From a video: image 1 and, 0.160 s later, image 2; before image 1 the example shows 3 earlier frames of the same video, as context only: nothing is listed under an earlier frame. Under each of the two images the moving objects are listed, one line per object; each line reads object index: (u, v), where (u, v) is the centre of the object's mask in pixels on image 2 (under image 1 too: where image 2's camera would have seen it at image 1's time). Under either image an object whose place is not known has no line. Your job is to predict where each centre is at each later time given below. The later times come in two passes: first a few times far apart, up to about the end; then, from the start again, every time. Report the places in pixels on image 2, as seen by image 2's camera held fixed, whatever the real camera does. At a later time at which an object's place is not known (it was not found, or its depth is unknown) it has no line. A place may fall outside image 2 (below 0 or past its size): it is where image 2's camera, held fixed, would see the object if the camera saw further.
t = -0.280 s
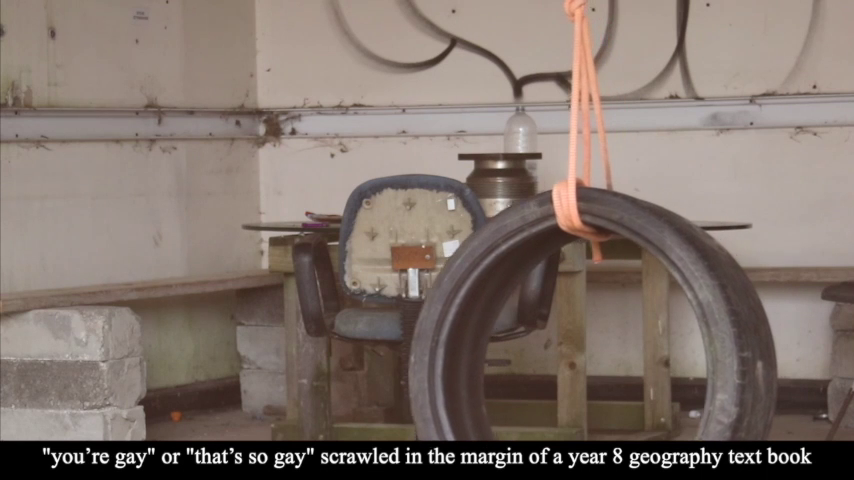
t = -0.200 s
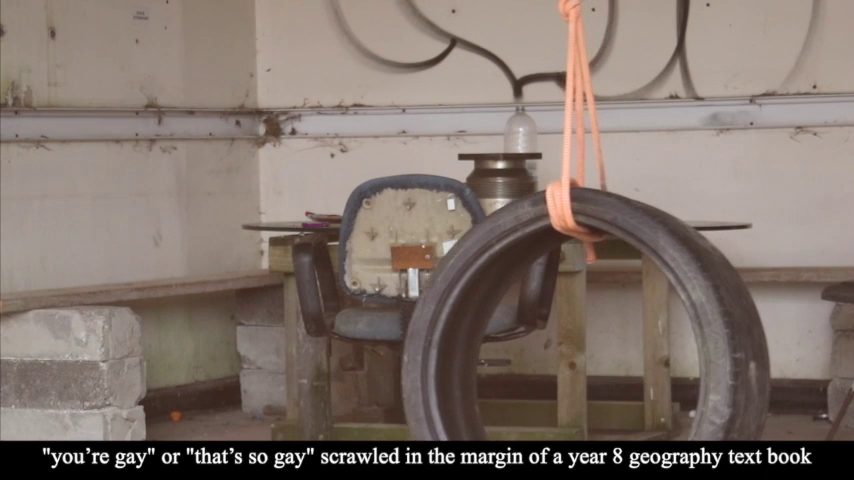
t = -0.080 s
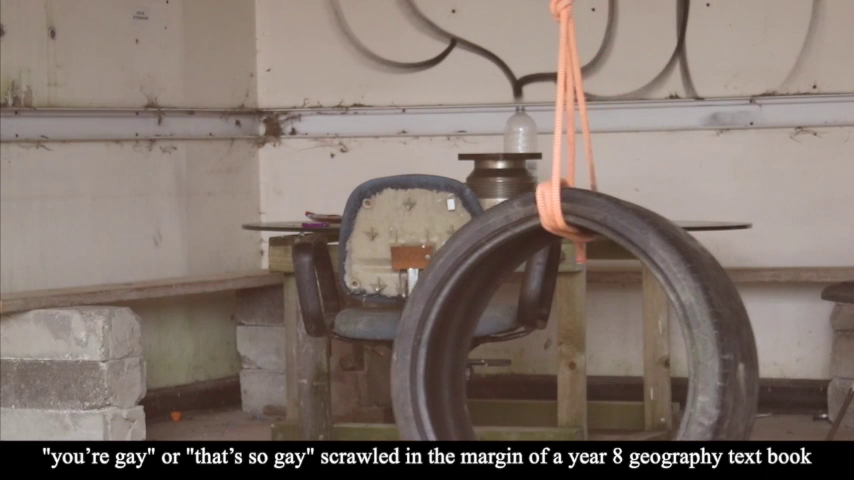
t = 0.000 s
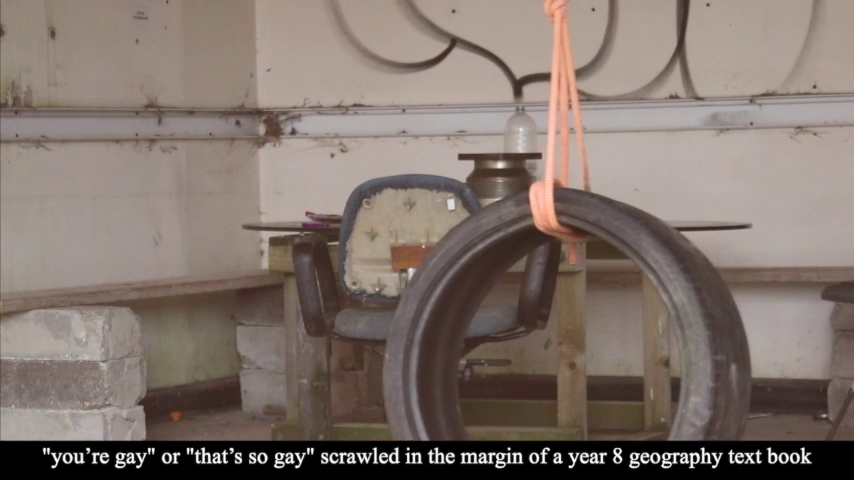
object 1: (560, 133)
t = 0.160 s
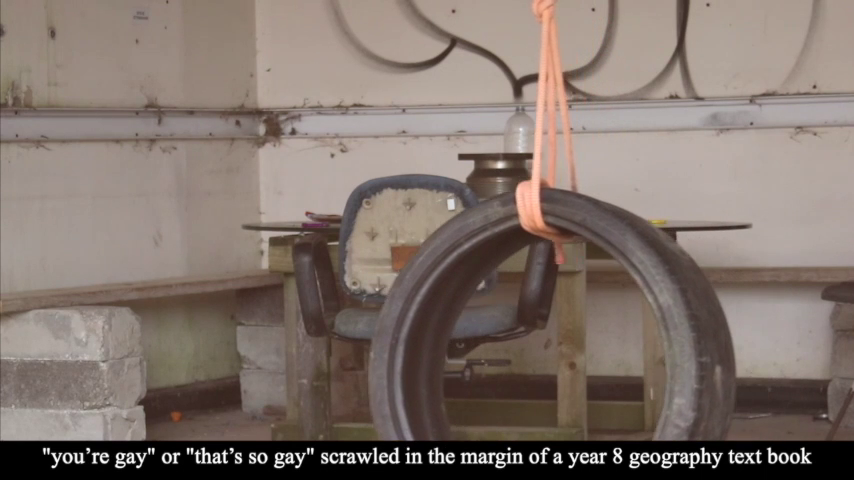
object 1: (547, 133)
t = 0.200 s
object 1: (544, 133)
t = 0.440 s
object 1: (528, 133)
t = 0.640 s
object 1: (518, 133)
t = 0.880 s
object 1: (514, 133)
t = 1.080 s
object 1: (517, 134)
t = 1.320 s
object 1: (526, 134)
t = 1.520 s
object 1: (540, 133)
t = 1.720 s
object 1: (554, 133)
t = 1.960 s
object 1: (574, 134)
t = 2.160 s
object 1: (587, 133)
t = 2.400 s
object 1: (599, 133)
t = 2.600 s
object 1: (604, 133)
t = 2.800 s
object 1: (602, 133)
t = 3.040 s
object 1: (593, 132)
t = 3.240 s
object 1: (580, 134)
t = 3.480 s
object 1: (562, 132)
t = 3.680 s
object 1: (546, 134)
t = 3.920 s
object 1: (530, 134)
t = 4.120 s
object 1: (519, 134)
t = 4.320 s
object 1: (515, 135)
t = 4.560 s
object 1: (516, 136)
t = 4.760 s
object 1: (524, 134)
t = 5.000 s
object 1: (538, 134)
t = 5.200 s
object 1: (552, 134)
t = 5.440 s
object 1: (571, 134)
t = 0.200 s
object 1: (544, 133)
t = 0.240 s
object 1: (541, 133)
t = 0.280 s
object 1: (538, 133)
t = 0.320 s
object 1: (535, 133)
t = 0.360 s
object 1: (533, 133)
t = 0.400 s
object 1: (530, 133)
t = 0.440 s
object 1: (528, 133)
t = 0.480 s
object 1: (526, 133)
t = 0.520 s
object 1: (523, 134)
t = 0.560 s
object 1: (521, 133)
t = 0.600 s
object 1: (520, 133)
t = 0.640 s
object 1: (518, 133)
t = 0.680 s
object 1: (517, 134)
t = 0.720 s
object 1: (516, 134)
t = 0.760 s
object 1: (515, 134)
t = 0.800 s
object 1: (514, 133)
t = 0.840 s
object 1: (514, 133)
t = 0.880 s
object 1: (514, 133)
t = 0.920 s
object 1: (514, 133)
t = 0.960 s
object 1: (514, 134)
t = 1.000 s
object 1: (515, 134)
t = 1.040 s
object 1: (516, 134)
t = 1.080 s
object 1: (517, 134)
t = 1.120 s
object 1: (518, 134)
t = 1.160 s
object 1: (519, 134)
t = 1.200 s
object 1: (521, 133)
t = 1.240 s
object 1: (523, 134)
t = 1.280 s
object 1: (524, 134)
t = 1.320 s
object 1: (526, 134)
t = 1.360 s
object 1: (529, 134)
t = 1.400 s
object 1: (531, 134)
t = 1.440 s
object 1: (534, 133)
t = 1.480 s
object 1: (537, 133)
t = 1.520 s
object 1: (540, 133)
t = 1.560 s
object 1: (542, 134)
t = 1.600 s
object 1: (545, 134)
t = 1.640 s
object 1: (548, 134)
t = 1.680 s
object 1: (552, 133)
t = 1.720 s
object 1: (554, 133)
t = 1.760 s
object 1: (558, 133)
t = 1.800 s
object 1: (561, 134)
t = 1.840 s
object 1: (564, 134)
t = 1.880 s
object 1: (567, 134)
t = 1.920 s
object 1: (571, 134)
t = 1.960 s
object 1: (574, 134)
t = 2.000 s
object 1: (577, 134)
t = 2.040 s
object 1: (579, 134)
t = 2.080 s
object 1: (582, 134)
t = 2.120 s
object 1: (585, 134)
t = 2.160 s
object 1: (587, 133)
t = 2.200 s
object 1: (590, 134)
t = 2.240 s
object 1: (592, 133)
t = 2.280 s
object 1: (594, 134)
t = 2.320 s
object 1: (596, 133)
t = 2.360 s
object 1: (598, 134)
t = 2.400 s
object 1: (599, 133)
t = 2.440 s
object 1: (601, 133)
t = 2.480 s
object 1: (602, 134)
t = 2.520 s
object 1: (603, 133)
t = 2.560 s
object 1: (603, 133)
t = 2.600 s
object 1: (604, 133)
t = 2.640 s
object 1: (604, 133)
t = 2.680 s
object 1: (604, 133)
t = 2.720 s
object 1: (603, 133)
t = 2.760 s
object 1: (603, 134)
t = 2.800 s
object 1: (602, 133)
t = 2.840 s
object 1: (601, 133)
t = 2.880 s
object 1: (599, 133)
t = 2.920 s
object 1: (598, 133)
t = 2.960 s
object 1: (596, 133)
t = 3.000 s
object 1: (594, 133)
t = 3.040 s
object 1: (593, 132)
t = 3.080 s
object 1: (590, 134)
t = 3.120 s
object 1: (588, 134)
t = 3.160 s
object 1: (586, 133)
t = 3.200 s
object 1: (583, 133)
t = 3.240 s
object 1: (580, 134)
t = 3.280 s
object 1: (577, 133)
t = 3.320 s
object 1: (574, 133)
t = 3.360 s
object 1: (571, 133)
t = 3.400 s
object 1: (568, 133)
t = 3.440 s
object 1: (565, 134)
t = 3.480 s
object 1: (562, 132)
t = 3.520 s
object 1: (559, 133)
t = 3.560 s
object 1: (555, 134)
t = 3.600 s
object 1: (552, 134)
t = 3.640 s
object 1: (549, 134)
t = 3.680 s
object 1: (546, 134)
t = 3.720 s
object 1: (543, 135)
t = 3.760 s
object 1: (540, 134)
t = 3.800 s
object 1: (537, 135)
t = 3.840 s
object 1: (535, 134)
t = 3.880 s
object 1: (532, 135)
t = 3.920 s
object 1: (530, 134)
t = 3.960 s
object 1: (527, 136)
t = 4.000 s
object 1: (525, 135)
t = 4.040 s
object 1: (523, 135)
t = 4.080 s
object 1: (522, 135)
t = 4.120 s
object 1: (519, 134)
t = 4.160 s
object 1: (518, 135)
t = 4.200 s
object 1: (517, 135)
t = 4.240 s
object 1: (516, 135)
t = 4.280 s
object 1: (515, 135)
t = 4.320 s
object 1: (515, 135)
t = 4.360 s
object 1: (515, 135)
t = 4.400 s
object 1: (515, 135)
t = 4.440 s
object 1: (515, 135)
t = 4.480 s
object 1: (515, 135)
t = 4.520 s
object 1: (515, 135)
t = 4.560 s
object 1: (516, 136)
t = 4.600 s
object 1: (517, 135)
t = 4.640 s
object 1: (518, 134)
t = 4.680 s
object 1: (520, 135)
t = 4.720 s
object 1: (522, 134)
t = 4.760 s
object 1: (524, 134)
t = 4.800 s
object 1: (525, 135)
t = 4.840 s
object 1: (528, 135)
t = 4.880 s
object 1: (530, 135)
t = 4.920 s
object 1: (533, 134)
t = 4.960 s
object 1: (535, 135)
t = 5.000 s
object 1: (538, 134)
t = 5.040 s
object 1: (541, 135)
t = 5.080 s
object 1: (543, 134)
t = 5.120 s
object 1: (547, 134)
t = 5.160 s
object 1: (550, 135)
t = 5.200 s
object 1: (552, 134)
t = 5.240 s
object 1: (556, 134)
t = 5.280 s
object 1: (559, 134)
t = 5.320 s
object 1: (563, 134)
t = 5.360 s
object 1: (566, 134)
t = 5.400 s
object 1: (568, 135)
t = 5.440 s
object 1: (571, 134)
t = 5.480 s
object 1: (575, 134)
